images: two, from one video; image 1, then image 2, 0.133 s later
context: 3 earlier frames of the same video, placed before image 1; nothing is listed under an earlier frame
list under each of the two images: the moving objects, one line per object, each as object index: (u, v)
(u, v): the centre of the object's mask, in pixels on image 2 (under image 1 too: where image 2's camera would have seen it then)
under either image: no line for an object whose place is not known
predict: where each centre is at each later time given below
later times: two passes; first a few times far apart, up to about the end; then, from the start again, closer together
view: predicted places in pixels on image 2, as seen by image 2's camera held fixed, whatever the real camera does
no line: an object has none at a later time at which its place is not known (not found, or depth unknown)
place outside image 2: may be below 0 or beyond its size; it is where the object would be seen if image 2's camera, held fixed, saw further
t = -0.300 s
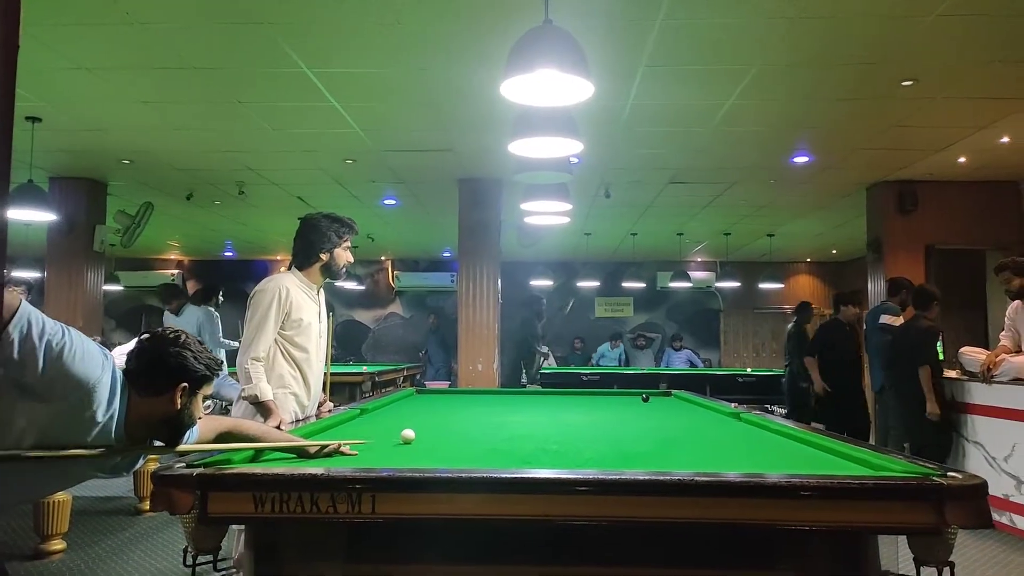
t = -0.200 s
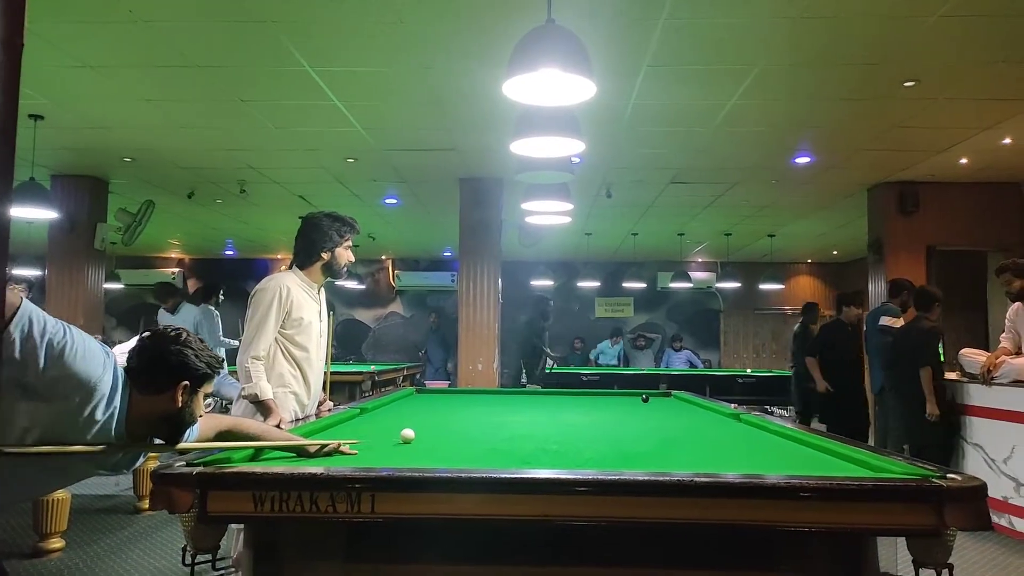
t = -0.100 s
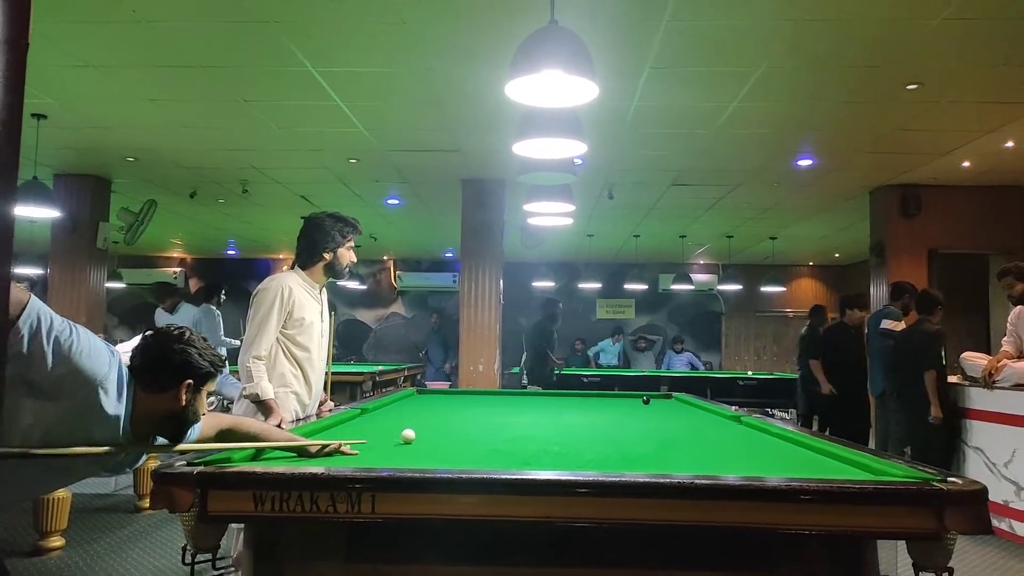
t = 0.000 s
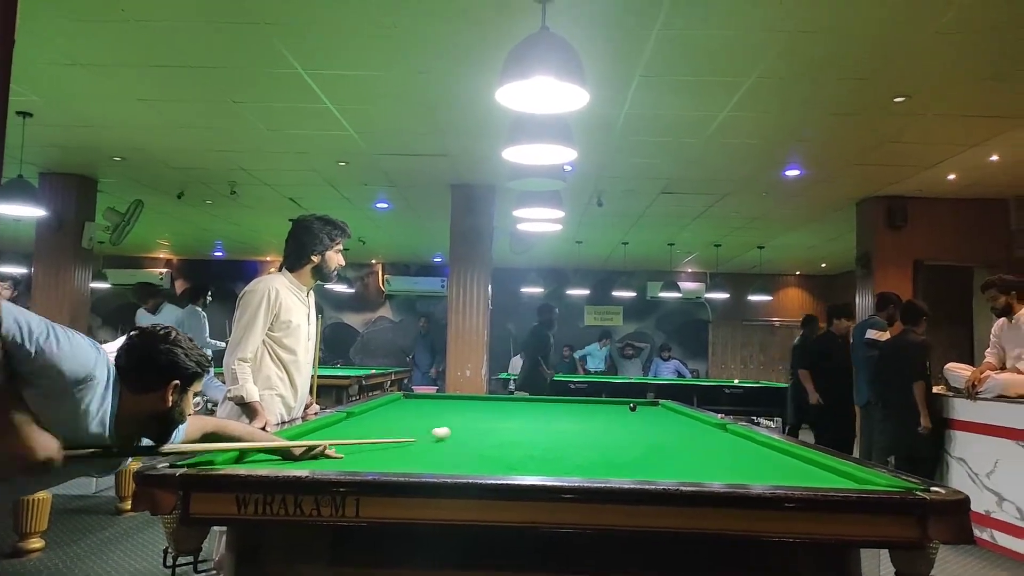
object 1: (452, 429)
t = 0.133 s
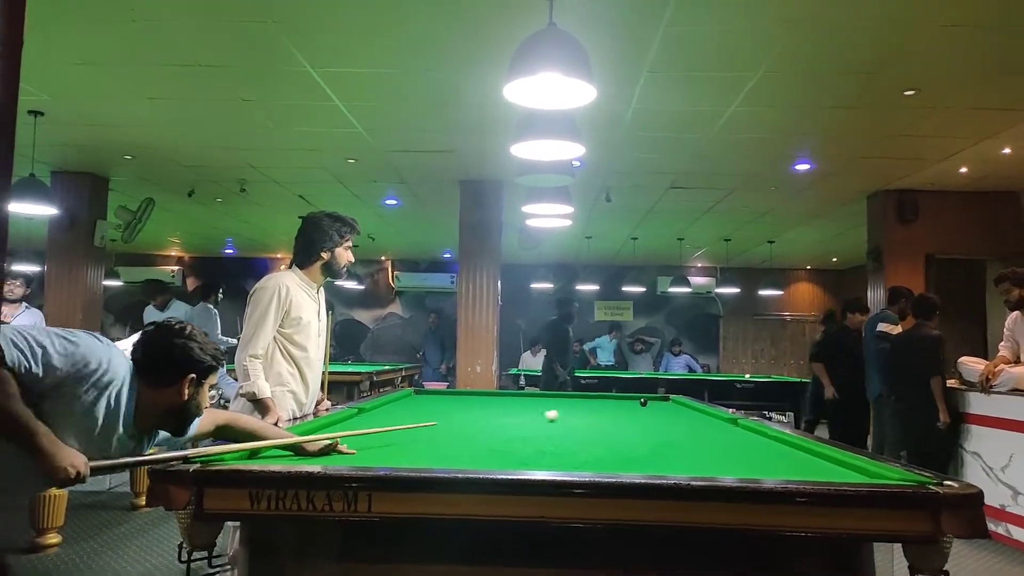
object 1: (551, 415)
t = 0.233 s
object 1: (601, 409)
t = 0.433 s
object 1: (678, 403)
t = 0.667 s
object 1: (591, 398)
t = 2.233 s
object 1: (583, 408)
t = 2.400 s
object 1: (620, 412)
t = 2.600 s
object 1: (669, 416)
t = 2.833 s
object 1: (730, 422)
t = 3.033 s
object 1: (695, 420)
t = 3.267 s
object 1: (655, 417)
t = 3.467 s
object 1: (623, 415)
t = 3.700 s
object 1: (610, 413)
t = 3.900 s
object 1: (606, 412)
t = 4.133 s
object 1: (602, 410)
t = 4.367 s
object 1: (599, 408)
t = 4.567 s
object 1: (597, 407)
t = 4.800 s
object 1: (594, 406)
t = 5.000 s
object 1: (592, 405)
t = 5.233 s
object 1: (590, 404)
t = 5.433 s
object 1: (588, 403)
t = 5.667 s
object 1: (587, 402)
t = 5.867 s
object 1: (585, 402)
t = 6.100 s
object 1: (584, 401)
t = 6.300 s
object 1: (583, 401)
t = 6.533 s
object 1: (581, 400)
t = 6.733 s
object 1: (581, 400)
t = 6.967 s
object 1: (580, 399)
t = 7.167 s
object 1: (580, 399)
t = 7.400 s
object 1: (579, 399)
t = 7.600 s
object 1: (579, 399)
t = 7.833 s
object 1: (579, 399)
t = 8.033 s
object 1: (579, 399)
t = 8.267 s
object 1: (579, 399)
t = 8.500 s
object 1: (579, 399)
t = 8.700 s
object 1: (579, 399)
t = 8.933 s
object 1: (579, 399)
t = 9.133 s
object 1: (579, 399)
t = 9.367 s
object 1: (579, 399)
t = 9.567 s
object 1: (579, 399)
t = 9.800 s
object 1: (579, 399)
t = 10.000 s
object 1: (579, 399)
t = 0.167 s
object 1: (570, 413)
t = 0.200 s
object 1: (586, 411)
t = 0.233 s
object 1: (601, 409)
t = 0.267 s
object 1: (614, 407)
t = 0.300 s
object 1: (627, 405)
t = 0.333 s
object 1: (638, 404)
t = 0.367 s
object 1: (651, 403)
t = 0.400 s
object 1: (667, 403)
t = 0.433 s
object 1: (678, 403)
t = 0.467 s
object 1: (664, 402)
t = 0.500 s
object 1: (651, 402)
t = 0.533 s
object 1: (638, 401)
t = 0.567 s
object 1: (626, 400)
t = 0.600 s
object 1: (614, 399)
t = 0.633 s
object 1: (602, 399)
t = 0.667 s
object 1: (591, 398)
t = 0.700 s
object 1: (580, 398)
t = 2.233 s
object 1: (583, 408)
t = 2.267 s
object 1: (591, 409)
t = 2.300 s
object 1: (598, 410)
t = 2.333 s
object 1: (606, 410)
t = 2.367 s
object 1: (613, 411)
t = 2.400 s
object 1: (620, 412)
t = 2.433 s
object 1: (628, 412)
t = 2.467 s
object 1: (636, 413)
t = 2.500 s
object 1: (644, 414)
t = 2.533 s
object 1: (652, 415)
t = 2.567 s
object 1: (660, 415)
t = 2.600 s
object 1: (669, 416)
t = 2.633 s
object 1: (677, 417)
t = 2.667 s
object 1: (686, 418)
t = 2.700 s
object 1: (694, 419)
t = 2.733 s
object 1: (703, 419)
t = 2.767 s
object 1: (712, 420)
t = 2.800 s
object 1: (721, 421)
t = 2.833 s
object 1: (730, 422)
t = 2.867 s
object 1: (726, 422)
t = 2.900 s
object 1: (719, 421)
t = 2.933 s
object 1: (713, 421)
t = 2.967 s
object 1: (707, 420)
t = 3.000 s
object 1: (701, 420)
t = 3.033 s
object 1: (695, 420)
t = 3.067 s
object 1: (689, 419)
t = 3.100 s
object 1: (683, 419)
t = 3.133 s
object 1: (677, 419)
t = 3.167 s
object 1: (672, 419)
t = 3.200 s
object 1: (666, 418)
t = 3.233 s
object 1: (660, 418)
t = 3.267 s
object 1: (655, 417)
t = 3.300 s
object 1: (649, 417)
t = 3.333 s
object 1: (644, 417)
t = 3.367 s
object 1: (638, 417)
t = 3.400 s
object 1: (633, 416)
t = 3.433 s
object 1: (628, 416)
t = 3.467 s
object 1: (623, 415)
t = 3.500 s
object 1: (618, 415)
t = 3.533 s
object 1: (613, 415)
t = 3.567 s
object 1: (611, 415)
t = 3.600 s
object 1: (611, 414)
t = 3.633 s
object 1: (611, 414)
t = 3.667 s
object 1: (610, 414)
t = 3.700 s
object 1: (610, 413)
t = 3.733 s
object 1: (609, 413)
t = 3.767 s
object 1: (609, 413)
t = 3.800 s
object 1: (608, 413)
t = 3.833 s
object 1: (607, 412)
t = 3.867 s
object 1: (607, 412)
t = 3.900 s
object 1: (606, 412)
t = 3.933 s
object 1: (606, 411)
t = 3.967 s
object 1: (605, 411)
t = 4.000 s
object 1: (604, 411)
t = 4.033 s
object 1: (604, 411)
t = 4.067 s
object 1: (603, 411)
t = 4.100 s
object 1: (603, 410)
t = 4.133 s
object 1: (602, 410)
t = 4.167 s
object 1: (602, 410)
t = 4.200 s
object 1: (601, 410)
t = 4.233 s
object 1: (601, 409)
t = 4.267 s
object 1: (601, 409)
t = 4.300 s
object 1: (600, 409)
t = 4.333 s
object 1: (599, 409)
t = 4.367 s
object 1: (599, 408)
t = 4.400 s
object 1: (599, 408)
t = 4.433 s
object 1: (598, 408)
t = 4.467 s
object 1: (598, 408)
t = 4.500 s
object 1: (597, 408)
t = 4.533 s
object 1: (597, 407)
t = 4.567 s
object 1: (597, 407)
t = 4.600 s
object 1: (596, 407)
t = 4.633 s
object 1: (596, 407)
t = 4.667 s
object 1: (595, 407)
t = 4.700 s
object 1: (595, 406)
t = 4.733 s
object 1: (595, 406)
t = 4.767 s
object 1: (594, 406)
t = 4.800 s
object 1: (594, 406)
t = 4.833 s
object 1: (593, 406)
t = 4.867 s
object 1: (593, 406)
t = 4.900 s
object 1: (593, 406)
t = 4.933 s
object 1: (593, 405)
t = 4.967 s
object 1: (592, 405)
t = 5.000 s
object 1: (592, 405)
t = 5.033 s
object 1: (592, 405)
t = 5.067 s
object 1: (591, 405)
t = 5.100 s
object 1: (591, 405)
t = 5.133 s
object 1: (591, 404)
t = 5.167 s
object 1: (591, 404)
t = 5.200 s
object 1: (590, 404)
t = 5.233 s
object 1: (590, 404)
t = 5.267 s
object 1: (590, 404)
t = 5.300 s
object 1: (589, 404)
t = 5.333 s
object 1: (589, 404)
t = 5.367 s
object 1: (589, 403)
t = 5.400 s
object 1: (589, 403)
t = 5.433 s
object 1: (588, 403)
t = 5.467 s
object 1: (588, 403)
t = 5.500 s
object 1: (588, 403)
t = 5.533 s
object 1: (588, 403)
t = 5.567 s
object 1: (587, 403)
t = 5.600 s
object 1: (587, 403)
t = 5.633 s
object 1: (587, 402)
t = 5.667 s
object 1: (587, 402)
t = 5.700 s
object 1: (586, 402)
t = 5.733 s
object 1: (586, 402)
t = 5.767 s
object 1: (586, 402)
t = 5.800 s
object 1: (586, 402)
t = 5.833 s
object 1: (586, 402)
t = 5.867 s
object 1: (585, 402)
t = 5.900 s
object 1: (585, 401)
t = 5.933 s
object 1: (585, 401)
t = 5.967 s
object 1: (585, 401)
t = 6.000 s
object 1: (585, 401)
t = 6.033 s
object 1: (584, 401)
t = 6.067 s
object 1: (584, 401)
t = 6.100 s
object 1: (584, 401)
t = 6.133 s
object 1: (584, 401)
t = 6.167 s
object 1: (583, 401)
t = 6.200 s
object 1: (583, 401)
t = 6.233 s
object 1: (583, 401)
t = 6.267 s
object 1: (583, 401)
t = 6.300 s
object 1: (583, 401)
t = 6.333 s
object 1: (583, 401)
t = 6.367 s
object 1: (583, 401)
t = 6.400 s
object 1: (582, 401)
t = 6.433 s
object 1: (582, 400)
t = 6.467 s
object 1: (582, 400)
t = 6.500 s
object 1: (582, 400)
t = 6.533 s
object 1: (581, 400)
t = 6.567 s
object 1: (581, 400)
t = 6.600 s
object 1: (581, 400)
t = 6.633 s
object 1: (581, 400)
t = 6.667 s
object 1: (581, 400)
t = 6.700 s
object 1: (581, 400)
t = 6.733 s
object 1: (581, 400)
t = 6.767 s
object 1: (581, 400)
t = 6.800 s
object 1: (581, 400)
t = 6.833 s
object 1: (580, 400)
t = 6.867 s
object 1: (580, 399)
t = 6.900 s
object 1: (580, 400)
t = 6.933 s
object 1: (580, 399)
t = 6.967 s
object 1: (580, 399)
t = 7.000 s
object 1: (580, 399)
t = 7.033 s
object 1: (580, 399)
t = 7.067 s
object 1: (580, 399)
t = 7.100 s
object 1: (580, 399)
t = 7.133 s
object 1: (580, 399)
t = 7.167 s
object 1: (580, 399)
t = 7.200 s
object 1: (579, 399)
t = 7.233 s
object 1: (579, 399)
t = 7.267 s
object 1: (579, 399)
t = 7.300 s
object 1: (579, 399)
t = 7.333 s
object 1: (579, 399)
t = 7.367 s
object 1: (579, 399)
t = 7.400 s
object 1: (579, 399)
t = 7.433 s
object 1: (579, 399)
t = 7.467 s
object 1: (579, 399)
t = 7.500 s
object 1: (579, 399)
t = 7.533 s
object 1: (579, 399)
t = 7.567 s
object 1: (579, 399)
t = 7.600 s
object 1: (579, 399)
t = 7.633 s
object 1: (579, 399)
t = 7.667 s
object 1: (579, 399)
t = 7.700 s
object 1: (579, 399)
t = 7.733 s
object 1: (579, 399)
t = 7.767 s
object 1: (579, 399)
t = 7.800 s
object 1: (579, 399)
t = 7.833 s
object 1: (579, 399)
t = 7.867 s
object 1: (579, 399)
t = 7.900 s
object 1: (579, 399)
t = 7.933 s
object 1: (579, 399)
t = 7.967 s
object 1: (579, 399)
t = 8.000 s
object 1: (579, 399)
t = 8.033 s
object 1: (579, 399)
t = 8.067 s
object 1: (579, 399)
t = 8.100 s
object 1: (579, 399)
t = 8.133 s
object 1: (579, 399)
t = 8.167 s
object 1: (579, 399)
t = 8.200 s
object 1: (579, 399)
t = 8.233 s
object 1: (579, 399)
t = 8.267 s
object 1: (579, 399)
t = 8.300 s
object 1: (579, 399)
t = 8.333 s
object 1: (579, 399)
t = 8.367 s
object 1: (579, 399)
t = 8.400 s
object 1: (579, 399)
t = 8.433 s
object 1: (579, 399)
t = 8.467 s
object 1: (579, 399)
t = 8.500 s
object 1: (579, 399)
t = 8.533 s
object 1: (579, 399)
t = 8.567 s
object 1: (579, 399)
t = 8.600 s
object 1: (579, 399)
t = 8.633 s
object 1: (579, 399)
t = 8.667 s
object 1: (579, 399)
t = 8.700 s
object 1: (579, 399)
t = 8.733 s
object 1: (579, 399)
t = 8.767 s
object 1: (579, 399)
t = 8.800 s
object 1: (579, 399)
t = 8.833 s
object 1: (579, 399)
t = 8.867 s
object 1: (579, 399)
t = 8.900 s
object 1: (579, 399)
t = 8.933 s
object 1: (579, 399)
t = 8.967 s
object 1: (579, 399)
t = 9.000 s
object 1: (579, 399)
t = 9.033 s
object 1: (579, 399)
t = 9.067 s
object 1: (579, 399)
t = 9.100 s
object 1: (579, 399)
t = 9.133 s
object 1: (579, 399)
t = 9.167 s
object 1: (579, 399)
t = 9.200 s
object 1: (579, 399)
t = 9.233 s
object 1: (579, 399)
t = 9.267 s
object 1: (579, 399)
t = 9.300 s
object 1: (579, 399)
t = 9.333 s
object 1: (579, 399)
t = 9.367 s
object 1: (579, 399)
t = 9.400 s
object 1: (579, 399)
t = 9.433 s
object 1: (579, 399)
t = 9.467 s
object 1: (579, 399)
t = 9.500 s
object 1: (579, 399)
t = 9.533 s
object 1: (579, 399)
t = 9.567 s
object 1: (579, 399)
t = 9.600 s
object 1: (579, 399)
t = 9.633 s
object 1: (579, 399)
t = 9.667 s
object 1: (579, 399)
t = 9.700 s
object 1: (579, 399)
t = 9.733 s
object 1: (579, 399)
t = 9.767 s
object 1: (579, 399)
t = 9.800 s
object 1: (579, 399)
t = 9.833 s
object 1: (579, 399)
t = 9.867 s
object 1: (579, 399)
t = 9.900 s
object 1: (579, 399)
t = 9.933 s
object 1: (579, 399)
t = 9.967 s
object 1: (579, 399)
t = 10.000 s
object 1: (579, 399)
